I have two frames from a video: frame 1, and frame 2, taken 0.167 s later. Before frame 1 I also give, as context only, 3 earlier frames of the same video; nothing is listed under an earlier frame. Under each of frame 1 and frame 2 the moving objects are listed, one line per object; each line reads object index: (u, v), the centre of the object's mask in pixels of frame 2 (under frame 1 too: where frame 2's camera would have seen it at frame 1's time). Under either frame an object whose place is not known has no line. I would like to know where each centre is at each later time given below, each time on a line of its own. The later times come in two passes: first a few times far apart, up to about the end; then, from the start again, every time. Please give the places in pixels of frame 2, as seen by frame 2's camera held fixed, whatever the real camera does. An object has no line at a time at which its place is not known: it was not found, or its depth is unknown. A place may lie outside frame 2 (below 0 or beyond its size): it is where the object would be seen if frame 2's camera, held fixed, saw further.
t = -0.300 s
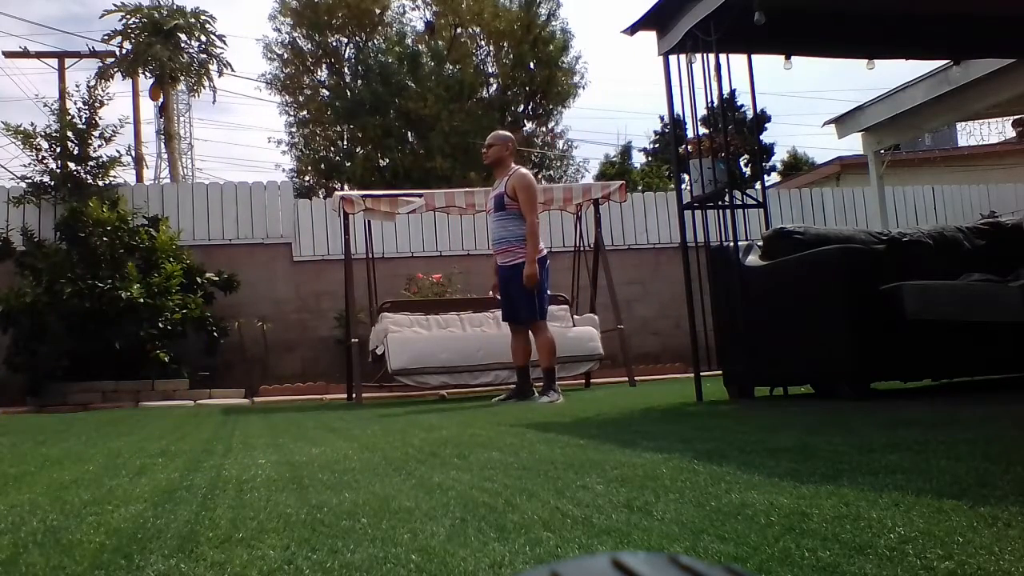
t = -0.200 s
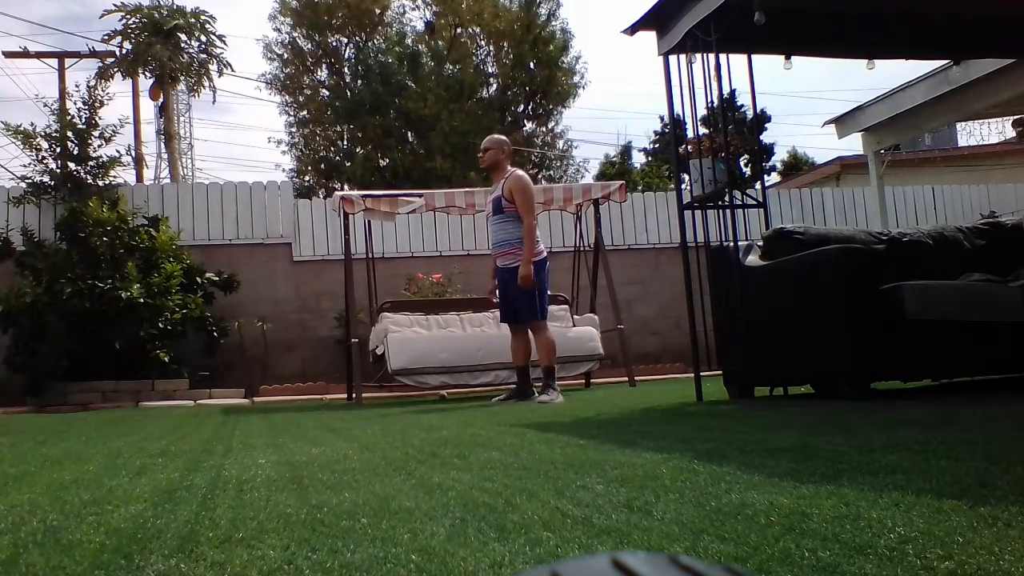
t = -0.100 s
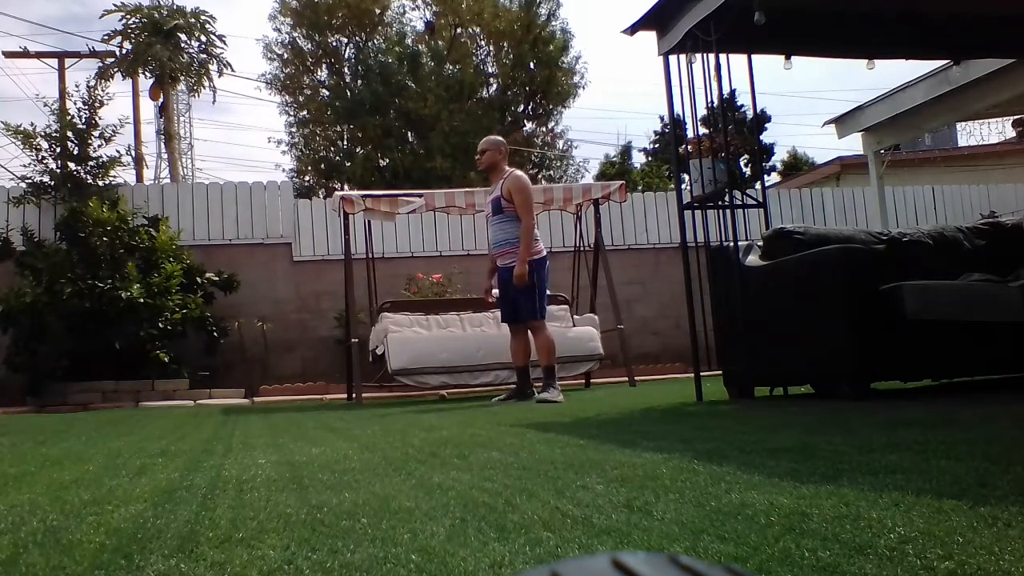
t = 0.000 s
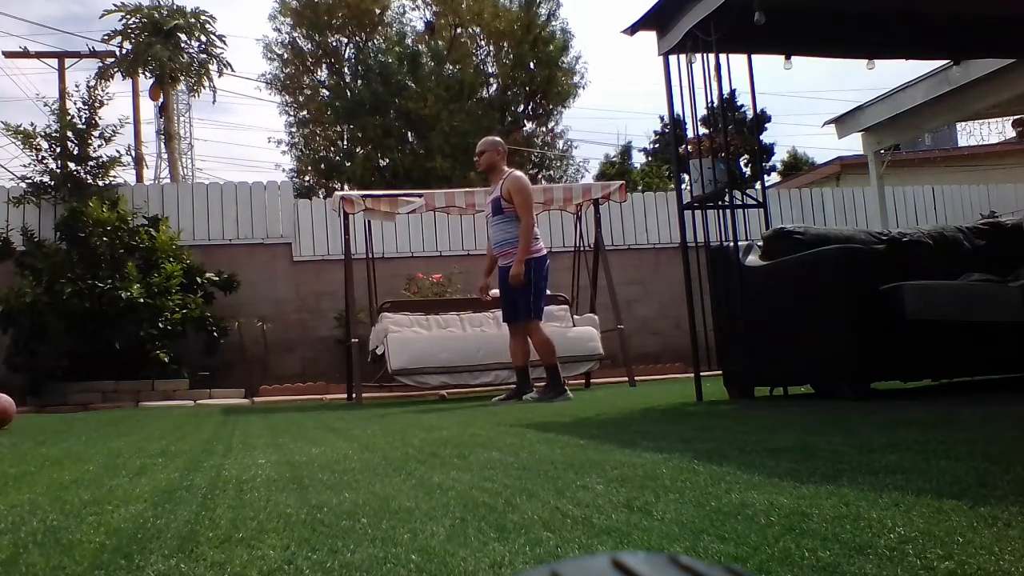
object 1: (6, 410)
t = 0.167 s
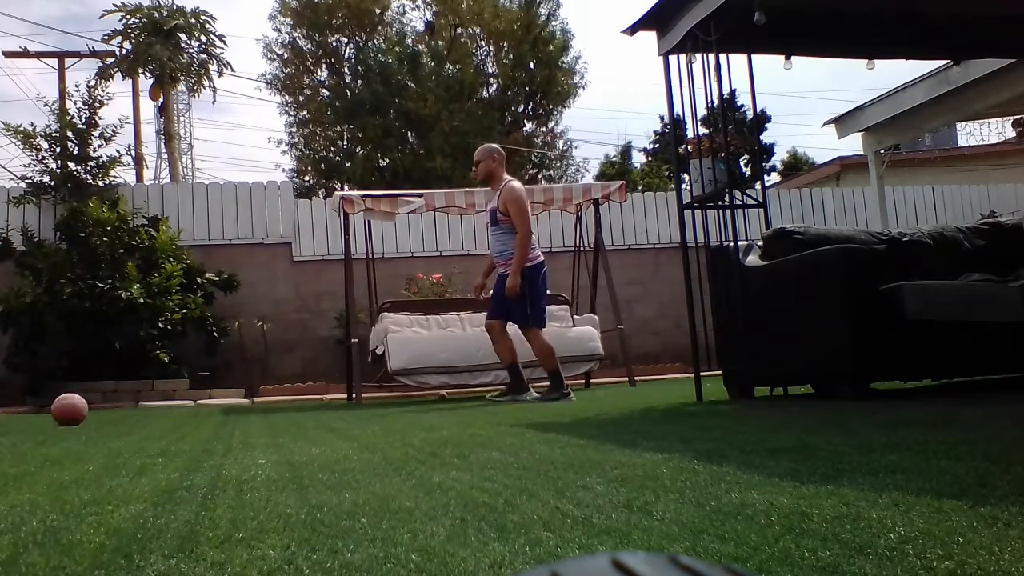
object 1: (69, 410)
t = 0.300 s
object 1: (121, 407)
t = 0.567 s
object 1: (209, 403)
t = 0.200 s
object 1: (83, 410)
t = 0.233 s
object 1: (96, 409)
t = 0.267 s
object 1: (108, 407)
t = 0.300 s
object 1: (121, 407)
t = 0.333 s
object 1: (133, 407)
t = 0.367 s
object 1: (145, 406)
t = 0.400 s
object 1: (157, 405)
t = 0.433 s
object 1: (168, 405)
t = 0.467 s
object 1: (179, 405)
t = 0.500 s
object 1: (189, 404)
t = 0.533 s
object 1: (199, 403)
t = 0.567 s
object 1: (209, 403)
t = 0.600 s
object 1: (219, 401)
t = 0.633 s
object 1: (229, 400)
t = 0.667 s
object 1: (239, 400)
